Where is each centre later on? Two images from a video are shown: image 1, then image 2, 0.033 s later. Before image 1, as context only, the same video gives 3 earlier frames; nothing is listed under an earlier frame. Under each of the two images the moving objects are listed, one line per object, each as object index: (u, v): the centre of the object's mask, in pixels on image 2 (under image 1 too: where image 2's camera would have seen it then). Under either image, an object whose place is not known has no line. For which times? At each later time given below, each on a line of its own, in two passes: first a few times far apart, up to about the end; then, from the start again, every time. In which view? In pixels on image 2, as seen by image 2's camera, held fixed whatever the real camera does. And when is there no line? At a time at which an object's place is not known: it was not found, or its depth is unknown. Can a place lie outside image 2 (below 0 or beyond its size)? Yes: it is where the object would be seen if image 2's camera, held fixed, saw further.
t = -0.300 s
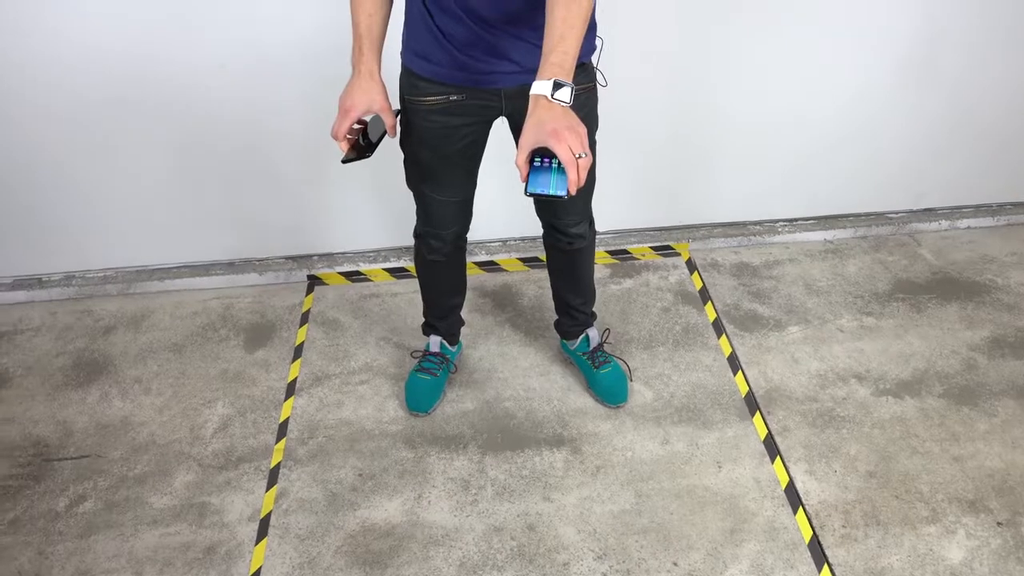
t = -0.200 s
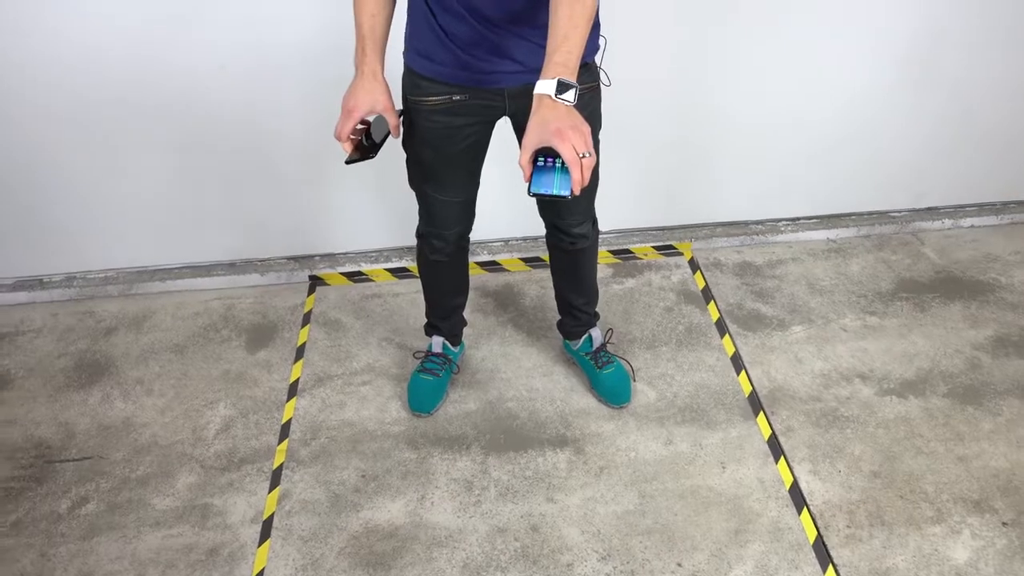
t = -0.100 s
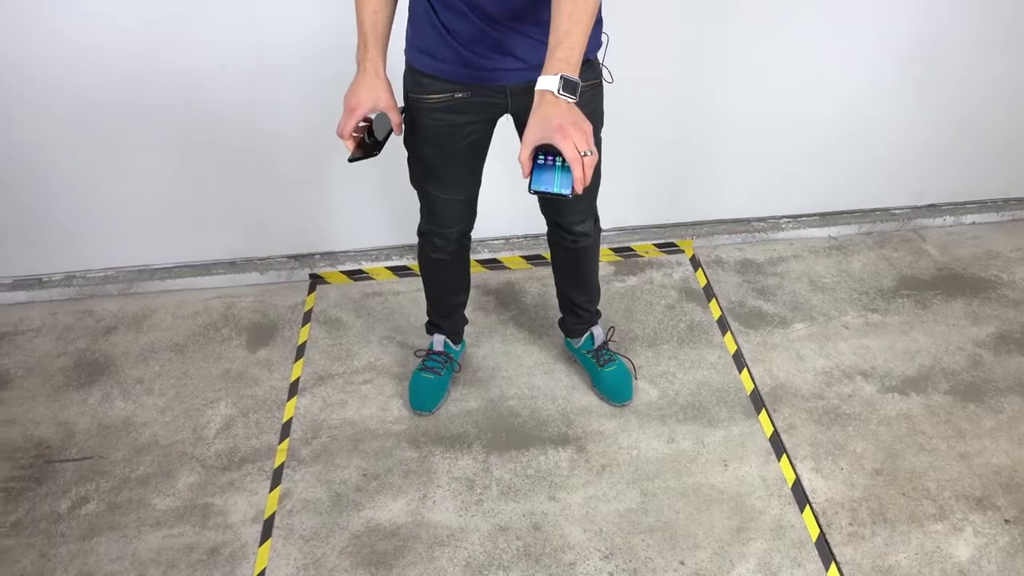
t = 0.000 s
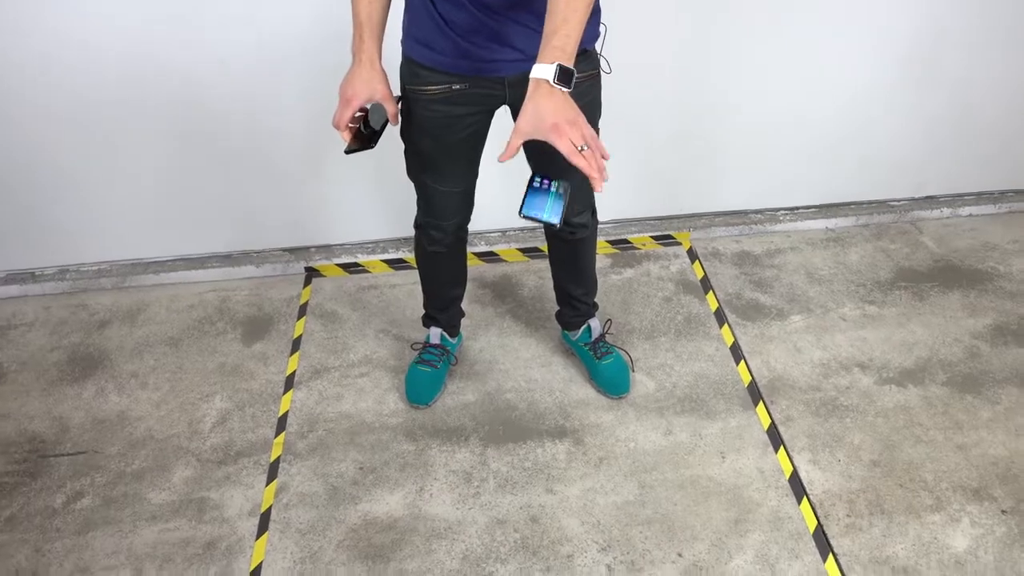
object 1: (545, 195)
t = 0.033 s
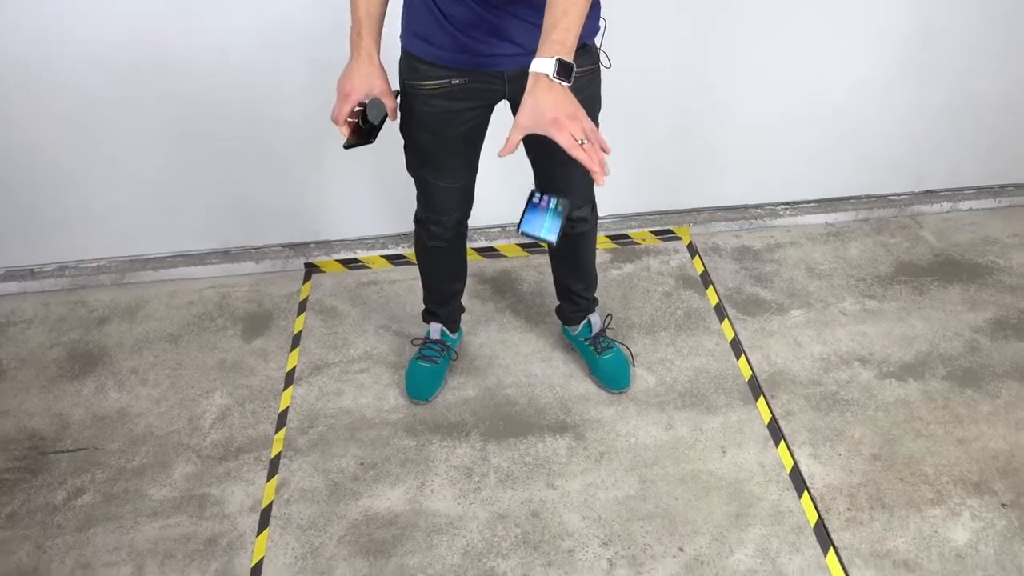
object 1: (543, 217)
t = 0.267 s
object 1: (537, 444)
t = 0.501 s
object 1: (523, 445)
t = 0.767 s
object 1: (515, 459)
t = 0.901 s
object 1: (515, 458)
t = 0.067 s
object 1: (542, 242)
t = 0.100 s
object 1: (541, 272)
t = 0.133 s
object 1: (539, 304)
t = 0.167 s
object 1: (538, 338)
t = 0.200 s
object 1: (538, 373)
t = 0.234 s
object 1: (537, 408)
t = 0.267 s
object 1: (537, 444)
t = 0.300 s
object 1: (535, 473)
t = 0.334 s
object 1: (534, 462)
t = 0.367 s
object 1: (531, 452)
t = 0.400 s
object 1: (529, 447)
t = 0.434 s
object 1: (526, 442)
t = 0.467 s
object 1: (524, 443)
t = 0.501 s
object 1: (523, 445)
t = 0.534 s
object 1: (521, 449)
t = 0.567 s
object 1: (519, 456)
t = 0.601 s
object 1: (518, 458)
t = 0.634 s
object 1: (517, 458)
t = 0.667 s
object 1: (516, 458)
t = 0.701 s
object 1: (516, 458)
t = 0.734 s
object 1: (515, 459)
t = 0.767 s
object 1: (515, 459)
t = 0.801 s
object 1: (515, 459)
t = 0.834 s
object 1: (515, 458)
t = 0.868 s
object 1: (515, 459)
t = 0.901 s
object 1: (515, 458)
